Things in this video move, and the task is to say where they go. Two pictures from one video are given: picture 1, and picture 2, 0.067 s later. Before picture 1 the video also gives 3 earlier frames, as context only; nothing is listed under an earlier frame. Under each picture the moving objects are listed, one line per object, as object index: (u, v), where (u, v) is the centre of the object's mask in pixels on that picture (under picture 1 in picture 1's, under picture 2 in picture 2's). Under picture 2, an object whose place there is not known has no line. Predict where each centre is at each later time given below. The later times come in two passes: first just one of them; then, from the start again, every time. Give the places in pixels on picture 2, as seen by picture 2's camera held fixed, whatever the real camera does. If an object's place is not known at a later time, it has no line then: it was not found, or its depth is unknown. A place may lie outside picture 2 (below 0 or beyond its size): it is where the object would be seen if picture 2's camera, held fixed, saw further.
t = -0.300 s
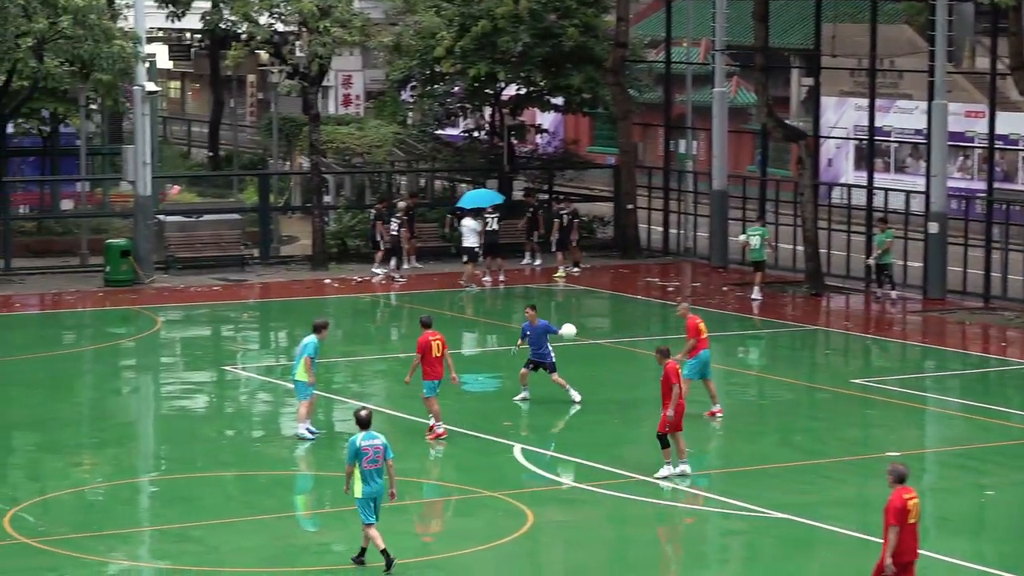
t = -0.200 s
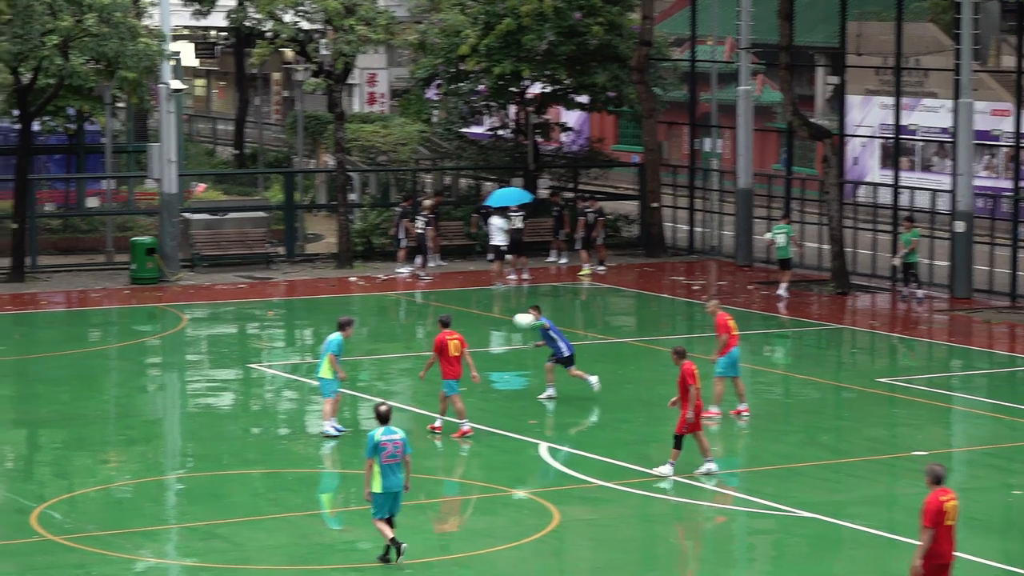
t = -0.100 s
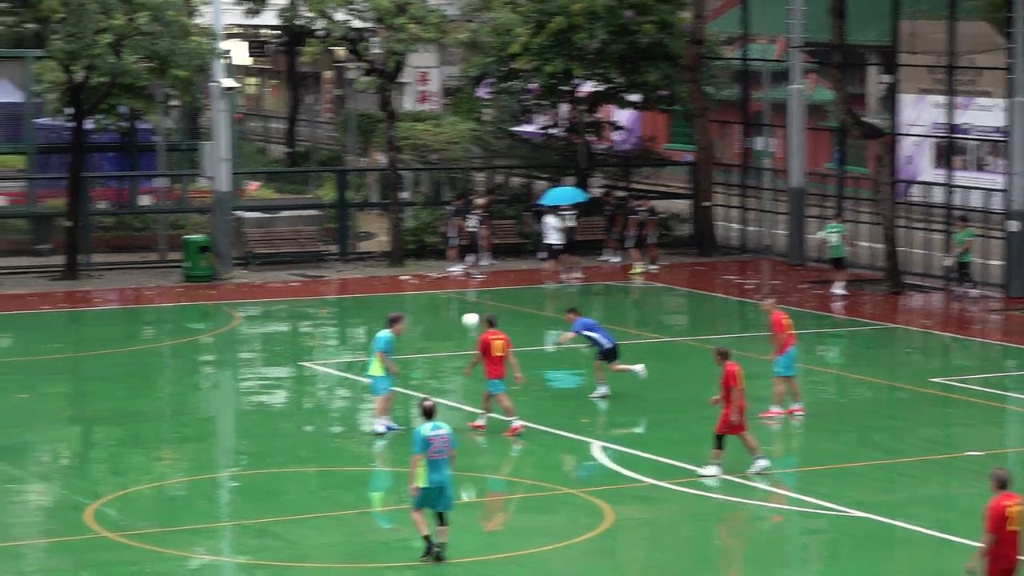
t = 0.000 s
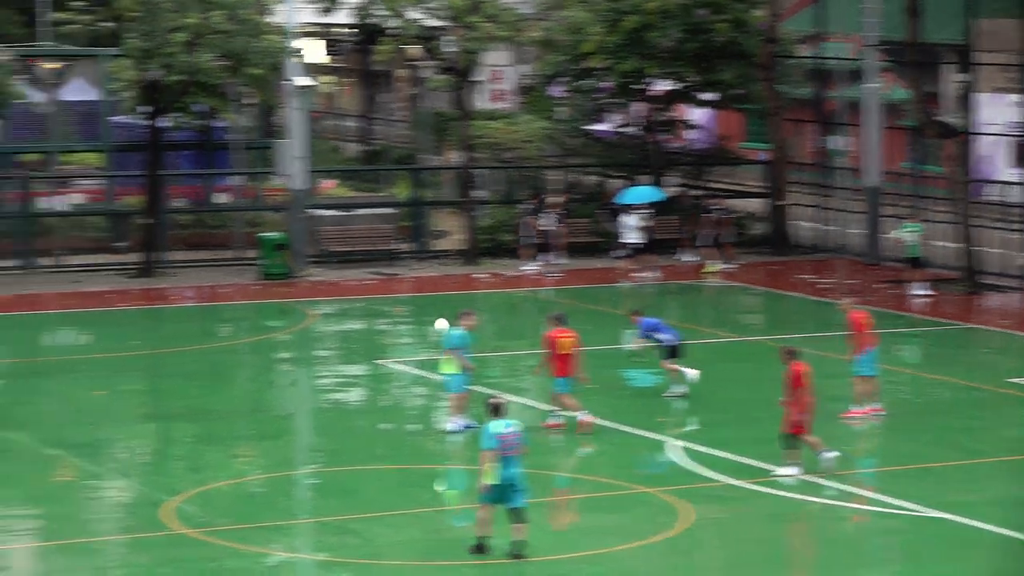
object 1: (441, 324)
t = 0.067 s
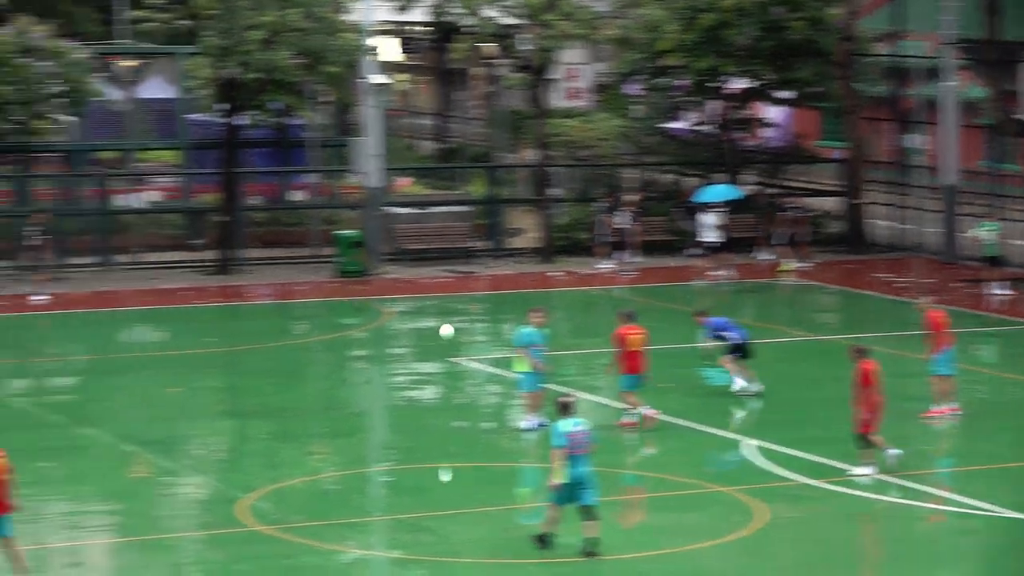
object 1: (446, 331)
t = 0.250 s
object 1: (261, 366)
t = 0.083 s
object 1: (429, 333)
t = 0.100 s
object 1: (412, 336)
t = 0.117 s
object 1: (395, 339)
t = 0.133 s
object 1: (378, 341)
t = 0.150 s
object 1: (361, 343)
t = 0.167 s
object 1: (344, 348)
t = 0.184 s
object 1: (327, 351)
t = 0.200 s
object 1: (311, 355)
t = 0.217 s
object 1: (294, 358)
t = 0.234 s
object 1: (278, 362)
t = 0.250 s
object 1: (261, 366)
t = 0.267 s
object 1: (245, 370)
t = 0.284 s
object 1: (228, 374)
